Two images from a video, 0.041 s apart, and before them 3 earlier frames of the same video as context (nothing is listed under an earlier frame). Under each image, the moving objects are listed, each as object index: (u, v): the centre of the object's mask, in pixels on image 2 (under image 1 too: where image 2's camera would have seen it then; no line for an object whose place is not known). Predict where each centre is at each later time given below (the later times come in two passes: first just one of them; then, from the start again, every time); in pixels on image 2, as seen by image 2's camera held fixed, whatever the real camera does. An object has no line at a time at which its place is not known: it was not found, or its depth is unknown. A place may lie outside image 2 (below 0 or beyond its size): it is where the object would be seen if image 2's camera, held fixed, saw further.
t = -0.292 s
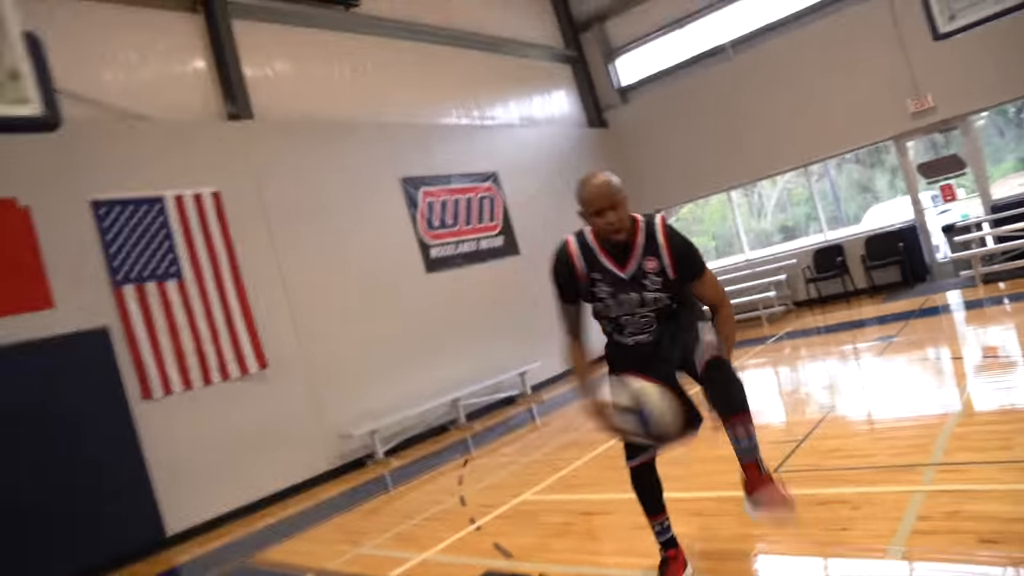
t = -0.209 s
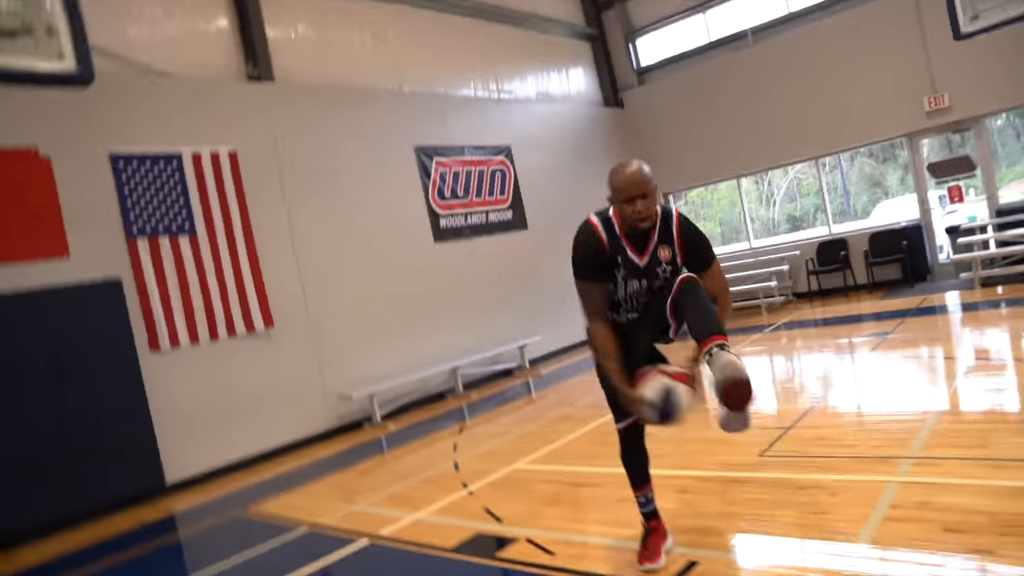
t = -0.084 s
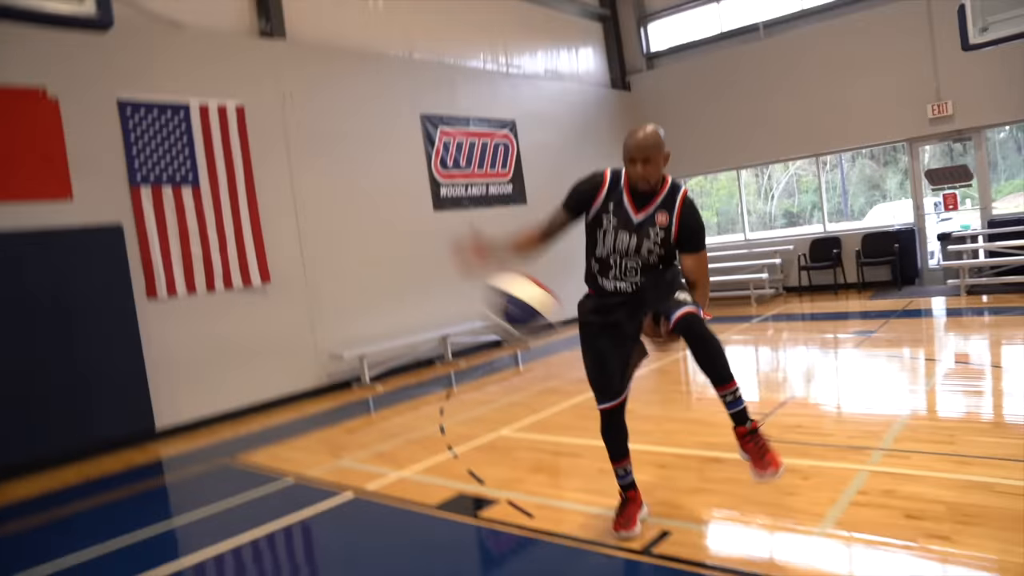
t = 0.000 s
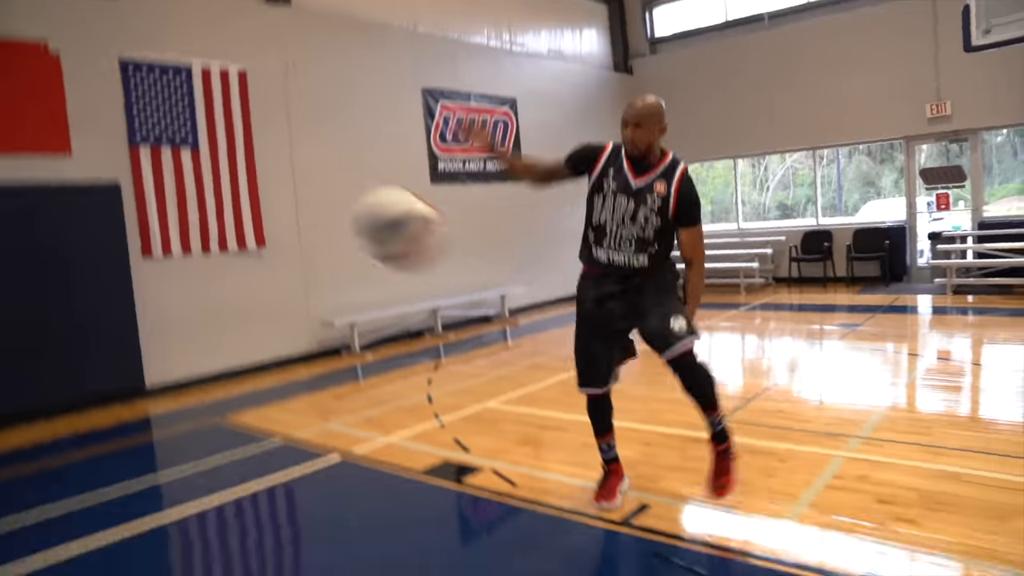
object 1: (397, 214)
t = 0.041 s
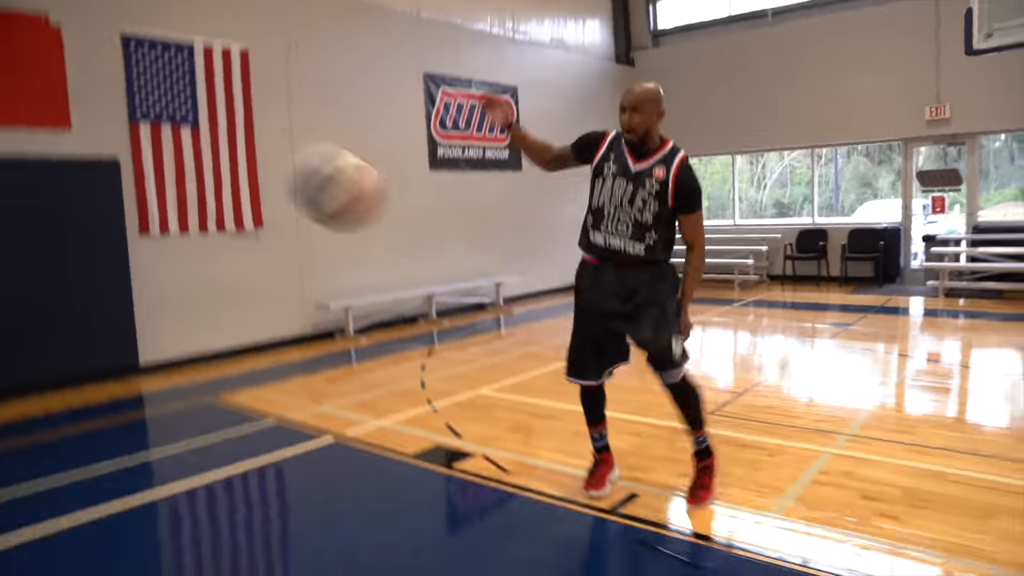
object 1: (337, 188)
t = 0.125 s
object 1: (194, 145)
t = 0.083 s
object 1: (271, 166)
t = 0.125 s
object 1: (194, 145)
